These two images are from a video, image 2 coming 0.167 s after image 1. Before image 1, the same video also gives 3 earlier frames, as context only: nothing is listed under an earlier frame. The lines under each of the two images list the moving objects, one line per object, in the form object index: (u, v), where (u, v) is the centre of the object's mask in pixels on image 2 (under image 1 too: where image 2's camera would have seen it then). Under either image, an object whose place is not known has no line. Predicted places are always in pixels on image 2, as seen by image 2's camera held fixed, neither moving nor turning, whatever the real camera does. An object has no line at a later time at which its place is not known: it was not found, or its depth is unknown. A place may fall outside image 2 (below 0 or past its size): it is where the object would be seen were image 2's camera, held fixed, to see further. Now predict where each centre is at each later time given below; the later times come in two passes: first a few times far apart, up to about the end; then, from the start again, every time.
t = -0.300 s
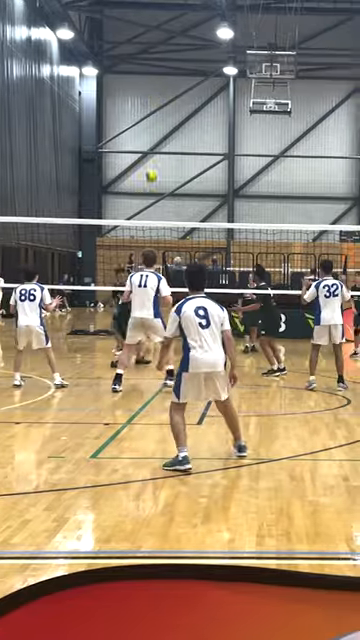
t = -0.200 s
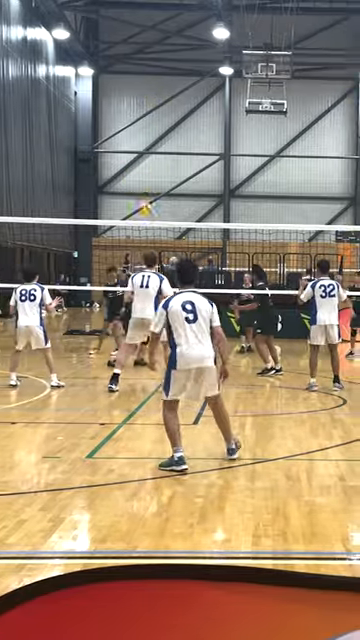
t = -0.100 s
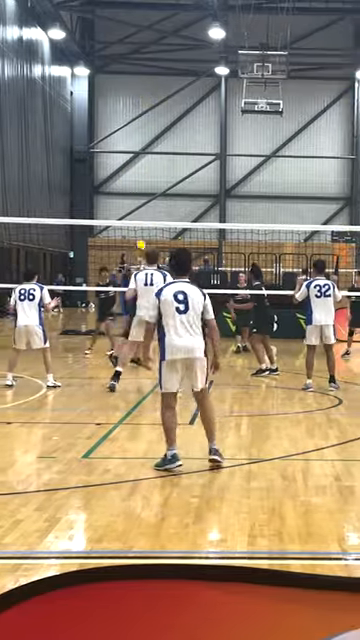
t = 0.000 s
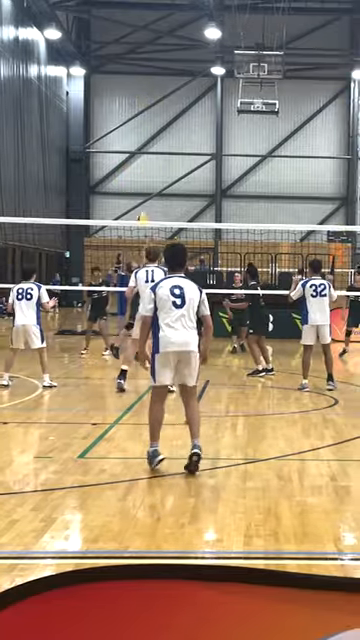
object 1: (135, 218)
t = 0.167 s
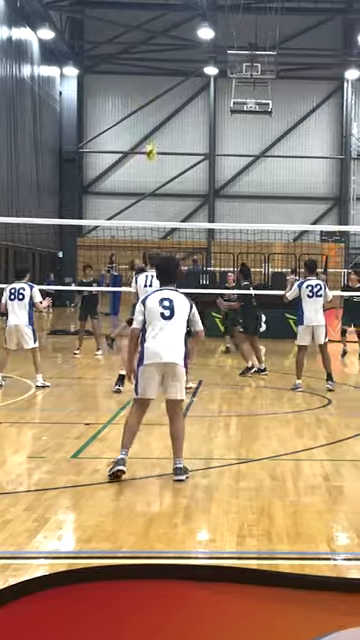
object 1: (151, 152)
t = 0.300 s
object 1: (161, 108)
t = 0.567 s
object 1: (188, 56)
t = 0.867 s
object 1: (215, 44)
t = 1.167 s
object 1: (241, 85)
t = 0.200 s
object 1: (153, 140)
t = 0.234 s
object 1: (156, 129)
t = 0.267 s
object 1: (160, 119)
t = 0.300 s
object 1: (161, 108)
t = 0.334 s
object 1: (164, 102)
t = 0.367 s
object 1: (169, 91)
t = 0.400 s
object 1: (172, 85)
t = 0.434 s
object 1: (176, 78)
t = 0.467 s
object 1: (178, 71)
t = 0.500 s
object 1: (182, 65)
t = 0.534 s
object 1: (185, 59)
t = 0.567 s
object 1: (188, 56)
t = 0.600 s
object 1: (191, 52)
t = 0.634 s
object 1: (194, 49)
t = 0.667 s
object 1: (197, 46)
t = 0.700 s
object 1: (201, 44)
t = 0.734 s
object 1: (204, 43)
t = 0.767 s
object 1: (206, 42)
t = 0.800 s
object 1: (209, 42)
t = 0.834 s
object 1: (212, 43)
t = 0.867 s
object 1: (215, 44)
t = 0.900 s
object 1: (218, 46)
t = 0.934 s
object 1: (221, 49)
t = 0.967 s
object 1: (224, 52)
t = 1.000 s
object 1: (227, 55)
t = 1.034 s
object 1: (231, 62)
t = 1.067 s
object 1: (233, 67)
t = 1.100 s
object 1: (237, 73)
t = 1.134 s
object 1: (240, 80)
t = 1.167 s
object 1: (241, 85)
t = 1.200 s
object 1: (246, 94)
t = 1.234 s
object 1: (249, 102)
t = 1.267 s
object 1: (250, 113)
